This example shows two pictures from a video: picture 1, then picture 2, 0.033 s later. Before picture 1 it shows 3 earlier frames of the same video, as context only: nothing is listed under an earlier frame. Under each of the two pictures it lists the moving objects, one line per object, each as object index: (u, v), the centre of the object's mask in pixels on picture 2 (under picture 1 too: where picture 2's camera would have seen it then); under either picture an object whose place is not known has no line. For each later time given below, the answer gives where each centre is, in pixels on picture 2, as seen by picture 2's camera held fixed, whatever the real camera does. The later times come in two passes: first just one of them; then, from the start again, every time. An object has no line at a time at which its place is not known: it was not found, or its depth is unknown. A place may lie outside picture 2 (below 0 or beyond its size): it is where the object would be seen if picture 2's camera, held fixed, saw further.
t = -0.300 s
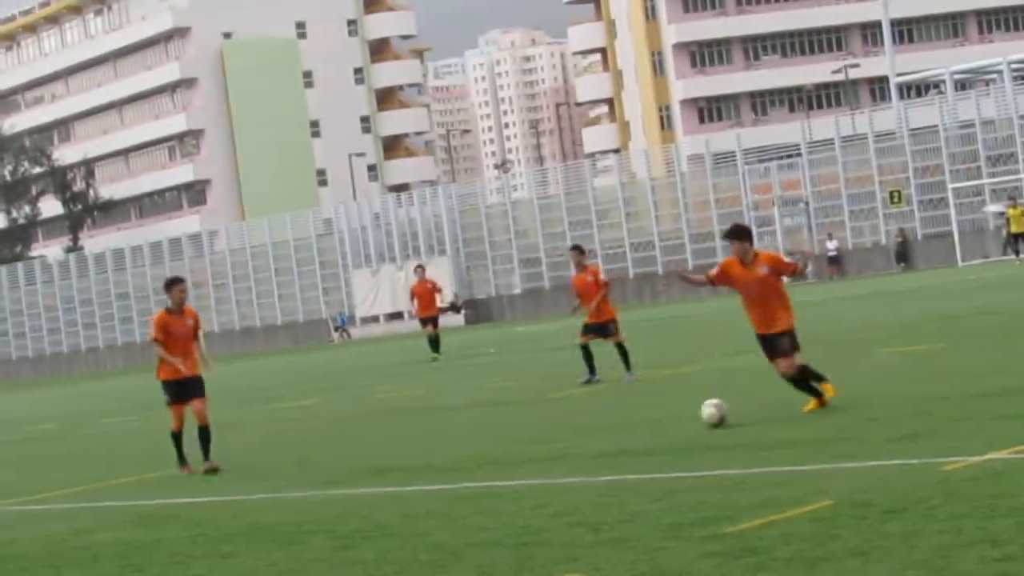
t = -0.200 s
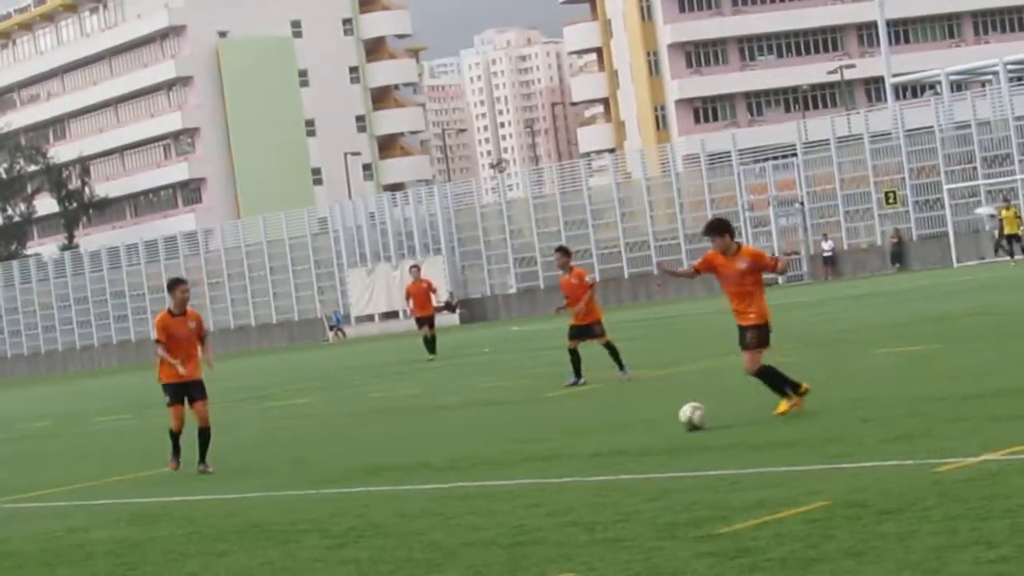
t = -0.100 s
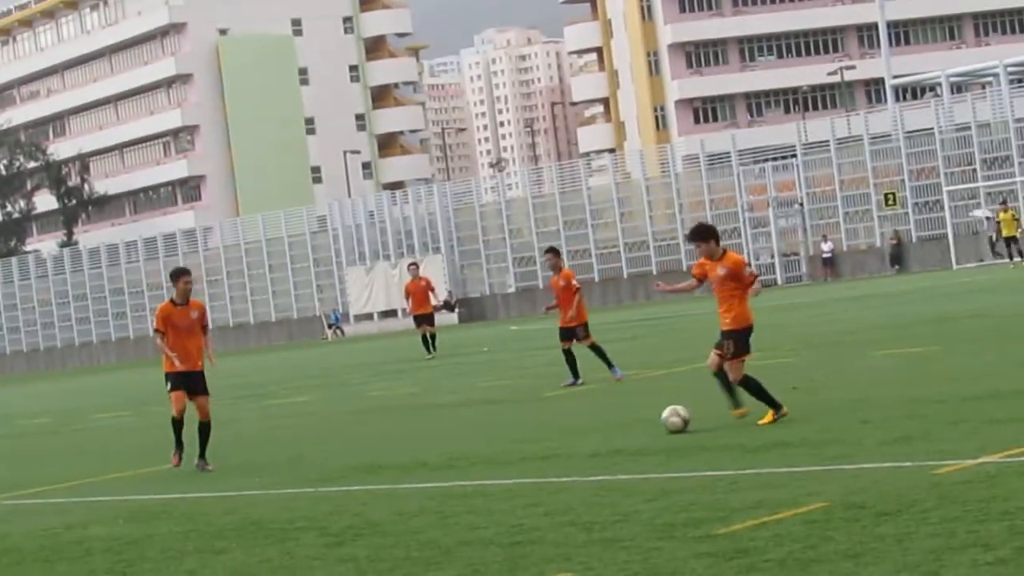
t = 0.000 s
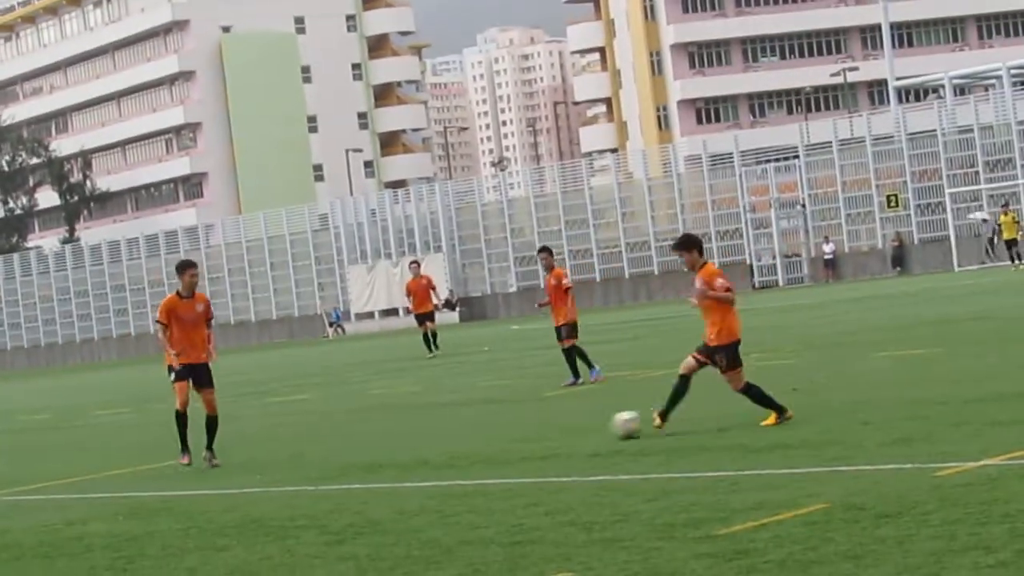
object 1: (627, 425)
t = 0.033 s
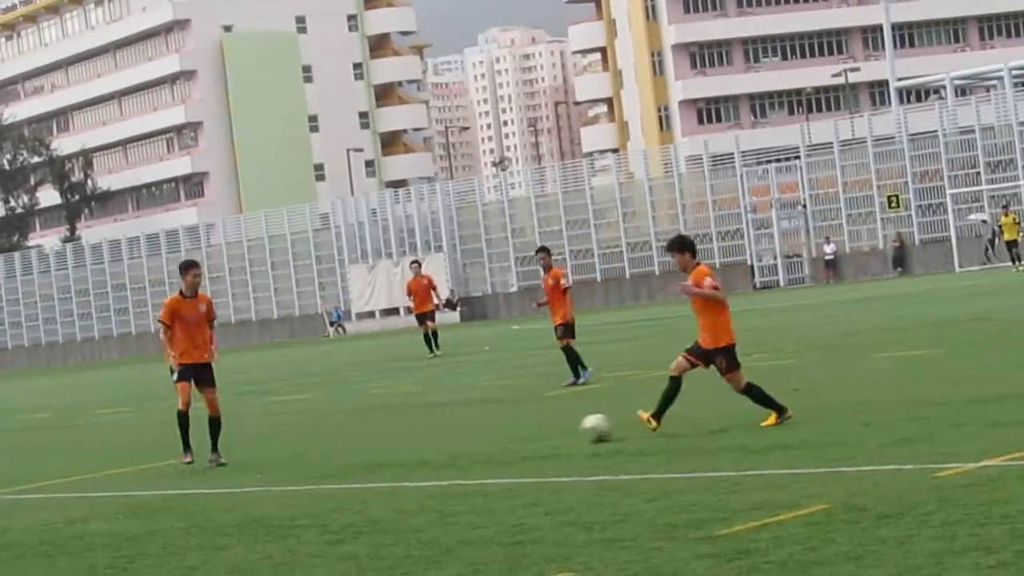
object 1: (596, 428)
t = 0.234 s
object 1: (429, 445)
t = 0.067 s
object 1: (566, 431)
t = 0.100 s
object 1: (537, 434)
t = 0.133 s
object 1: (508, 437)
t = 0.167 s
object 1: (482, 439)
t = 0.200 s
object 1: (456, 442)
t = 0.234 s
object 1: (429, 445)
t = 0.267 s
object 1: (405, 447)
